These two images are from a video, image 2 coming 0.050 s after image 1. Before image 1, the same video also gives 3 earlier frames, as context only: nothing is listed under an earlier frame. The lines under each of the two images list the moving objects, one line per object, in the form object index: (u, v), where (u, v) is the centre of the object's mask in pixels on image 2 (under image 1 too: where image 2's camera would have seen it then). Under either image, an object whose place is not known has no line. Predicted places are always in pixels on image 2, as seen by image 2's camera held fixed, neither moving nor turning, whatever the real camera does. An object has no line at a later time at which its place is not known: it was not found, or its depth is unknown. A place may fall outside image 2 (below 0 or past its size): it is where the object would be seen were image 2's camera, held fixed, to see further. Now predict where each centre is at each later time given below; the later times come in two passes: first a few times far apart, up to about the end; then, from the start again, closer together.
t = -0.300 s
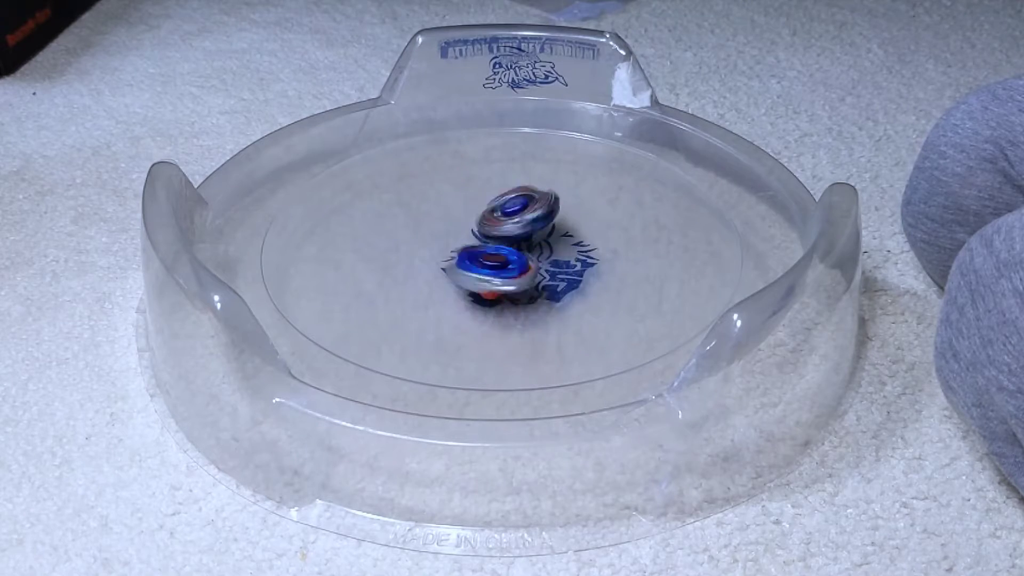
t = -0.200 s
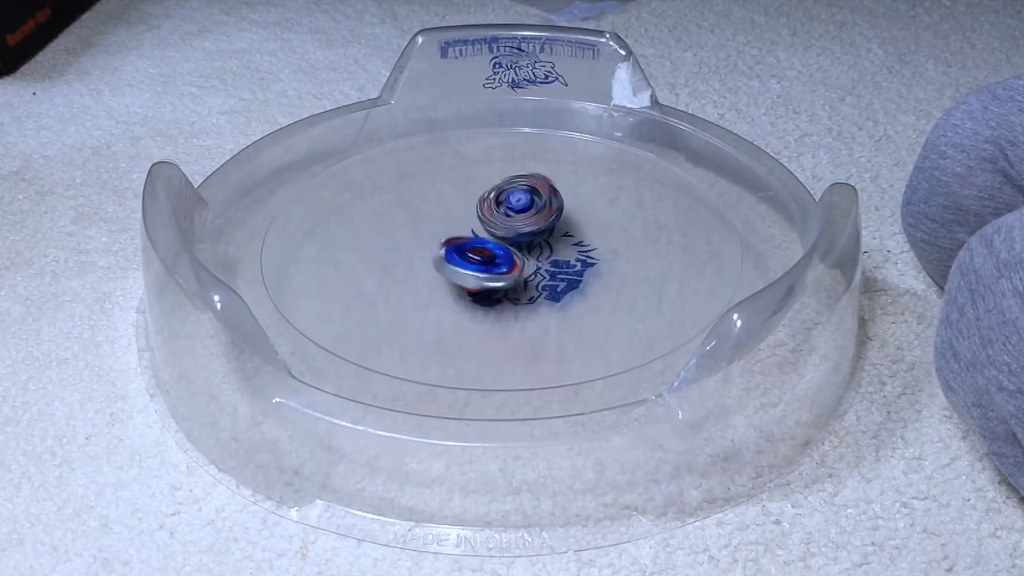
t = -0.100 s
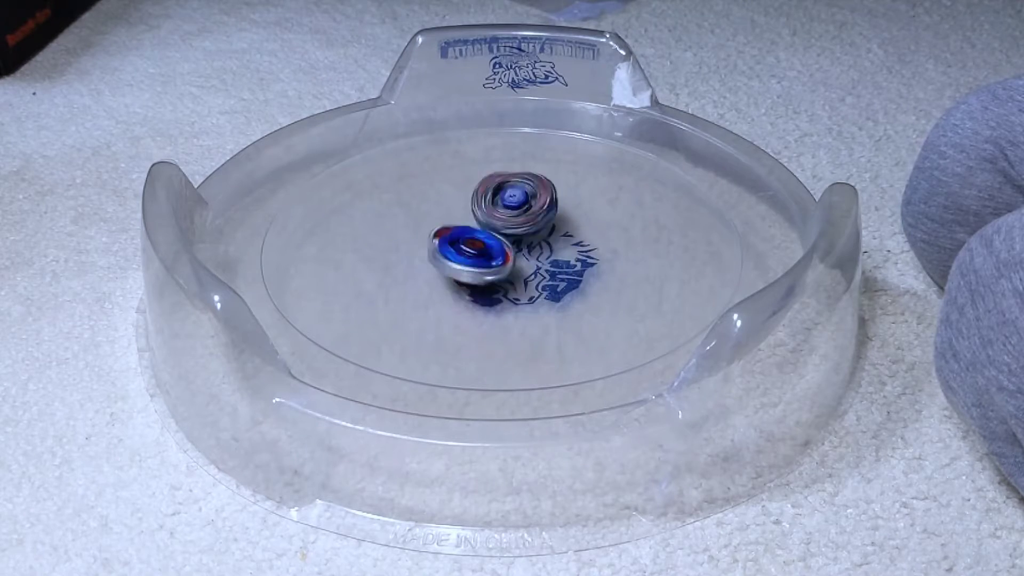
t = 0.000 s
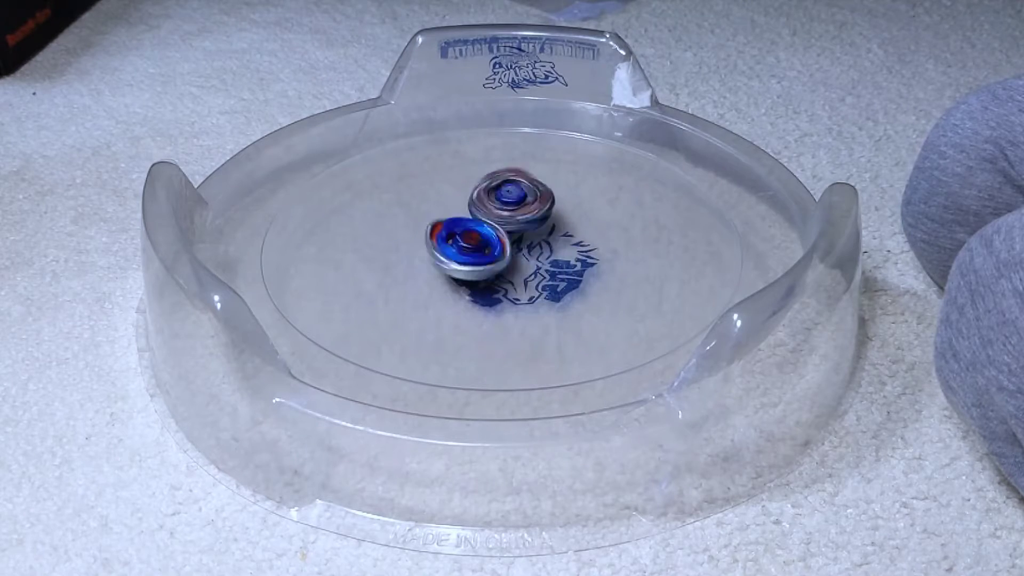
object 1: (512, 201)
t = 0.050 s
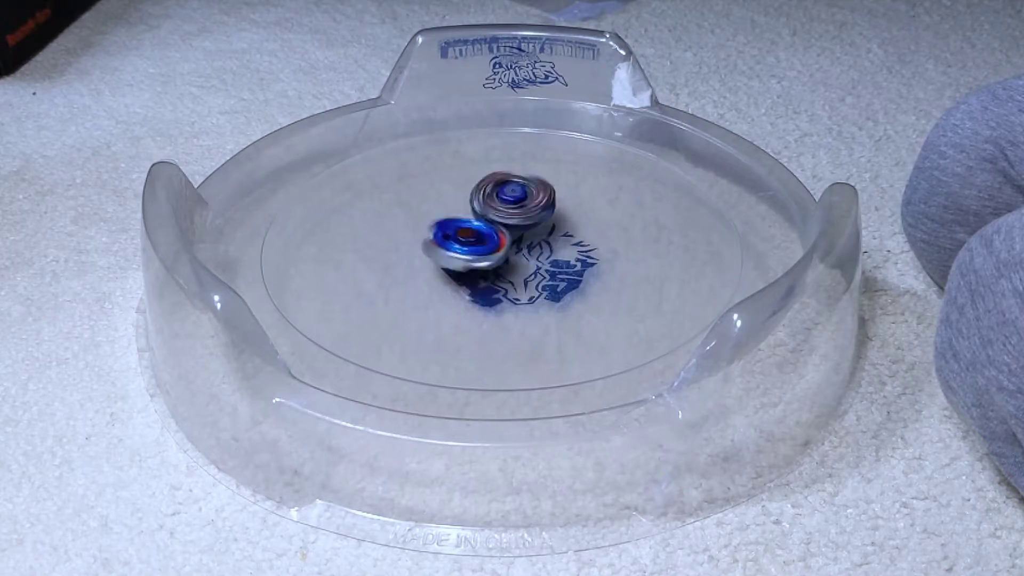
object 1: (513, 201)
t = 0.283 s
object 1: (534, 212)
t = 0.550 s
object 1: (549, 232)
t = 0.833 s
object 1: (560, 244)
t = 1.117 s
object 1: (567, 243)
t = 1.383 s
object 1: (573, 231)
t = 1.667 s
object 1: (593, 235)
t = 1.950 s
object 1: (564, 253)
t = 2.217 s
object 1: (521, 278)
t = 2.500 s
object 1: (477, 275)
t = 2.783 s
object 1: (477, 275)
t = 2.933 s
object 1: (477, 275)
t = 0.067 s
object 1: (515, 201)
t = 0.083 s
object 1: (515, 200)
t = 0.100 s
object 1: (517, 200)
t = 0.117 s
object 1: (519, 200)
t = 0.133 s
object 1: (520, 201)
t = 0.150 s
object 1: (522, 201)
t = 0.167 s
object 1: (523, 203)
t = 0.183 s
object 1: (525, 203)
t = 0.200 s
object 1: (525, 205)
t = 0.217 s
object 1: (527, 206)
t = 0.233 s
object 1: (529, 208)
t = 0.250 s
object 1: (531, 209)
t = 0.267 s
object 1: (533, 210)
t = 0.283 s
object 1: (534, 212)
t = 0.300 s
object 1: (535, 212)
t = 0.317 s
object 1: (536, 214)
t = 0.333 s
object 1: (537, 215)
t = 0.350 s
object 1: (539, 217)
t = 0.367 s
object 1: (541, 219)
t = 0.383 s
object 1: (543, 221)
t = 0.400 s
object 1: (544, 222)
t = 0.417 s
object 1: (547, 223)
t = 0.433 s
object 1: (548, 224)
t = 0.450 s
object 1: (550, 224)
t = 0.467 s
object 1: (550, 224)
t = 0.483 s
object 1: (552, 225)
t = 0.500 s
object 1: (552, 225)
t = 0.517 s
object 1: (548, 229)
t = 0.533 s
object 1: (545, 230)
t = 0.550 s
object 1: (549, 232)
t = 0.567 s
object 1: (554, 233)
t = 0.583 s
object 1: (561, 231)
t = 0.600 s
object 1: (557, 234)
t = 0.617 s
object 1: (556, 233)
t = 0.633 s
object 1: (559, 235)
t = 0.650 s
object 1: (559, 236)
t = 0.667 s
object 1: (559, 238)
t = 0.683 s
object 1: (563, 242)
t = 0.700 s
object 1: (563, 241)
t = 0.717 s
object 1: (558, 244)
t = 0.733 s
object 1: (559, 246)
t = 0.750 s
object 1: (561, 246)
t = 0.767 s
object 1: (559, 248)
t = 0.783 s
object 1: (563, 246)
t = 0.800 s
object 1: (561, 245)
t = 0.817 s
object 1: (562, 245)
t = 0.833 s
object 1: (560, 244)
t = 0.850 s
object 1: (561, 247)
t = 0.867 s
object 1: (559, 248)
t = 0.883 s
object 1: (558, 249)
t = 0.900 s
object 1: (559, 250)
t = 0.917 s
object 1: (558, 250)
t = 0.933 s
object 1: (558, 250)
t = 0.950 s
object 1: (558, 249)
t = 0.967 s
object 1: (554, 247)
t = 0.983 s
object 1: (559, 247)
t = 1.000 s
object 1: (559, 245)
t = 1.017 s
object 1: (561, 245)
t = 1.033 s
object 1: (562, 246)
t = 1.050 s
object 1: (561, 245)
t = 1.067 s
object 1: (562, 246)
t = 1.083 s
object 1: (563, 245)
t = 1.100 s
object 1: (561, 242)
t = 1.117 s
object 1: (567, 243)
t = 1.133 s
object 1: (568, 240)
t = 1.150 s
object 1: (568, 237)
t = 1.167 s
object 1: (572, 236)
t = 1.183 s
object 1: (571, 235)
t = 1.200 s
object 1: (574, 235)
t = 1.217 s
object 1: (575, 235)
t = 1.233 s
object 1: (573, 234)
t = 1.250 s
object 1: (574, 236)
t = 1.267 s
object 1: (573, 234)
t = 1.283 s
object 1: (572, 232)
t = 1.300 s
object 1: (573, 234)
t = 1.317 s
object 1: (572, 234)
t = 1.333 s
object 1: (569, 235)
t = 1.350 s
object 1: (572, 237)
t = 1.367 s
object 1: (571, 231)
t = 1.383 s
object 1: (573, 231)
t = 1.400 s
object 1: (574, 232)
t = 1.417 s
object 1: (577, 230)
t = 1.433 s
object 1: (568, 231)
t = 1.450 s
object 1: (572, 233)
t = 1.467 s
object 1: (577, 233)
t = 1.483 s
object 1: (577, 235)
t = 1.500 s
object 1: (575, 236)
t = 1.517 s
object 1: (577, 234)
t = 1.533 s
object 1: (569, 237)
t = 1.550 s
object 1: (572, 242)
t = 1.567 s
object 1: (567, 237)
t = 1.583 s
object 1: (571, 237)
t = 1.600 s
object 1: (578, 239)
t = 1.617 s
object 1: (591, 236)
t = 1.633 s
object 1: (593, 237)
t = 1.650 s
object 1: (592, 236)
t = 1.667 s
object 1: (593, 235)
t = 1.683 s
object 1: (575, 235)
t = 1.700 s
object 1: (577, 237)
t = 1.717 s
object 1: (572, 243)
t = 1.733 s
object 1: (571, 243)
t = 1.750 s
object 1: (571, 246)
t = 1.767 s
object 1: (569, 250)
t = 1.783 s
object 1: (568, 249)
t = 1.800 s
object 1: (566, 247)
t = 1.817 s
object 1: (563, 248)
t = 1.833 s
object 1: (564, 251)
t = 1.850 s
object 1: (567, 253)
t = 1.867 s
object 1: (562, 249)
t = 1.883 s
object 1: (563, 250)
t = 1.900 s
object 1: (563, 252)
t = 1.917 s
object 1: (565, 252)
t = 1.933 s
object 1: (566, 253)
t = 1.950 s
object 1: (564, 253)
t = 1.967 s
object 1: (560, 249)
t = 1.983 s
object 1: (560, 251)
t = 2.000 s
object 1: (559, 255)
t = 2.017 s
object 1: (562, 258)
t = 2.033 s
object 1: (559, 260)
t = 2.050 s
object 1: (553, 255)
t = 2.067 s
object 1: (549, 256)
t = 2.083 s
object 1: (547, 258)
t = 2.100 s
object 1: (540, 257)
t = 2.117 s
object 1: (540, 260)
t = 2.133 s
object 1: (536, 264)
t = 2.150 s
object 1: (535, 268)
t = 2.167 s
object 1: (534, 273)
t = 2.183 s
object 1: (530, 277)
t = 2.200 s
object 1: (525, 282)
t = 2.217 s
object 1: (521, 278)
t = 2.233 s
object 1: (516, 284)
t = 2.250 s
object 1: (514, 289)
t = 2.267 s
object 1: (507, 289)
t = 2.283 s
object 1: (505, 289)
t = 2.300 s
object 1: (495, 283)
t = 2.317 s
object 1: (498, 283)
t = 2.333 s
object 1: (492, 283)
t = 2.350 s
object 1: (491, 281)
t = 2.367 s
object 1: (490, 281)
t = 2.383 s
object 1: (488, 278)
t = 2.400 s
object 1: (489, 280)
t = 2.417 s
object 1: (483, 277)
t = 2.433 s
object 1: (481, 276)
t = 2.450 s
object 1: (480, 275)
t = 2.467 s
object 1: (478, 275)
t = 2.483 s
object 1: (477, 275)
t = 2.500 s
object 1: (477, 275)
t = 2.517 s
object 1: (477, 275)
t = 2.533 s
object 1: (477, 275)
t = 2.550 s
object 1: (477, 275)
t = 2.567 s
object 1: (478, 275)
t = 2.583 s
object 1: (478, 275)
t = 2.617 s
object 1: (477, 275)
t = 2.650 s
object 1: (477, 275)
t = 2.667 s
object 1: (477, 275)
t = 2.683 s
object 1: (477, 275)
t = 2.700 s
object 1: (477, 275)
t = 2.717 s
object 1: (477, 275)
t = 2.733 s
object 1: (477, 275)
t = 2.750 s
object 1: (477, 275)
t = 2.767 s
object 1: (477, 275)
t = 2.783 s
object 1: (477, 275)
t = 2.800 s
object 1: (477, 275)
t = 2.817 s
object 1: (477, 275)
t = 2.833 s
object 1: (477, 275)
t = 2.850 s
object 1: (477, 275)
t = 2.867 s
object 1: (477, 275)
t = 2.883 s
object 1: (477, 275)
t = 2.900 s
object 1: (477, 275)
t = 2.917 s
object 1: (477, 275)
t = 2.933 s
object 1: (477, 275)
